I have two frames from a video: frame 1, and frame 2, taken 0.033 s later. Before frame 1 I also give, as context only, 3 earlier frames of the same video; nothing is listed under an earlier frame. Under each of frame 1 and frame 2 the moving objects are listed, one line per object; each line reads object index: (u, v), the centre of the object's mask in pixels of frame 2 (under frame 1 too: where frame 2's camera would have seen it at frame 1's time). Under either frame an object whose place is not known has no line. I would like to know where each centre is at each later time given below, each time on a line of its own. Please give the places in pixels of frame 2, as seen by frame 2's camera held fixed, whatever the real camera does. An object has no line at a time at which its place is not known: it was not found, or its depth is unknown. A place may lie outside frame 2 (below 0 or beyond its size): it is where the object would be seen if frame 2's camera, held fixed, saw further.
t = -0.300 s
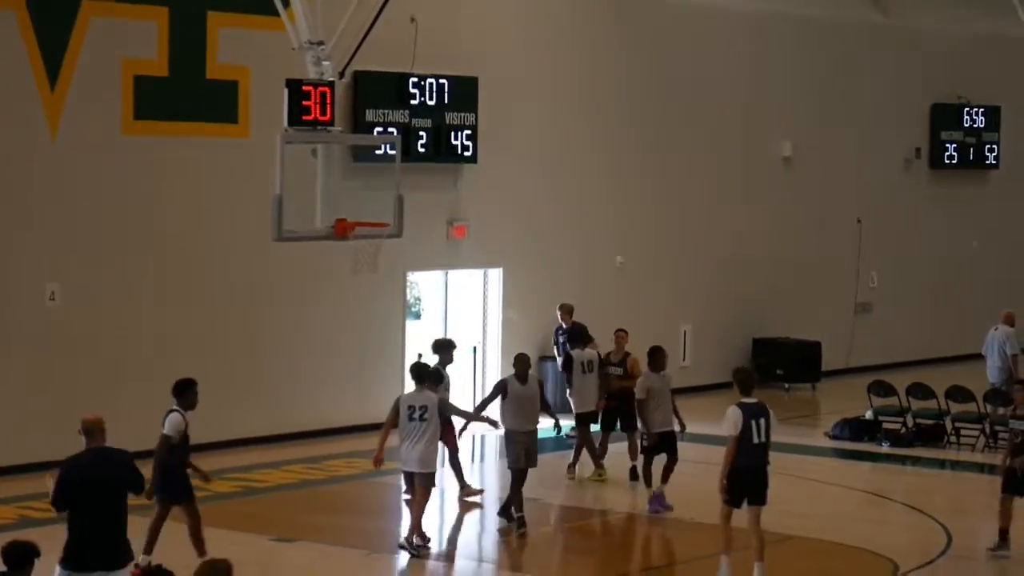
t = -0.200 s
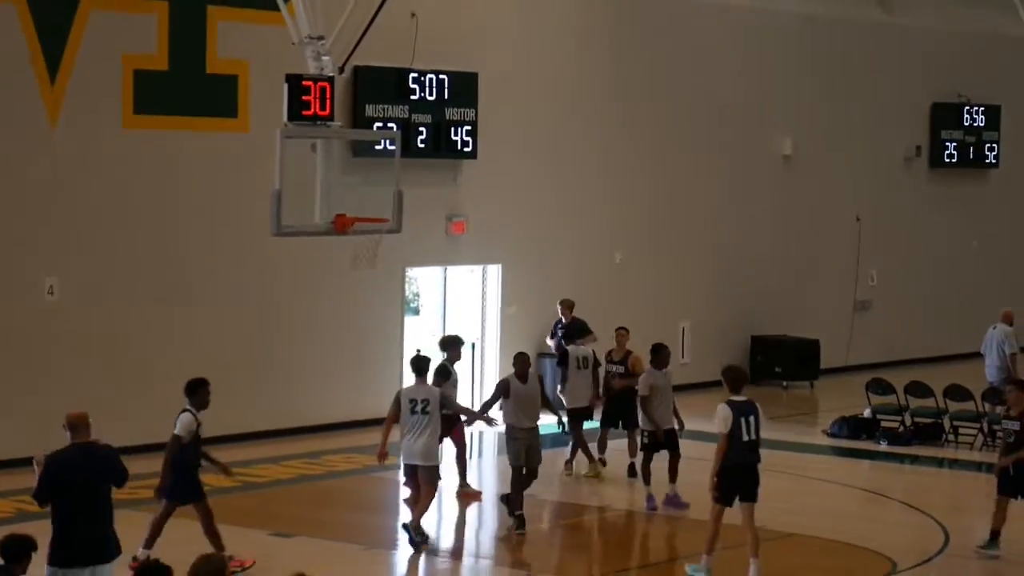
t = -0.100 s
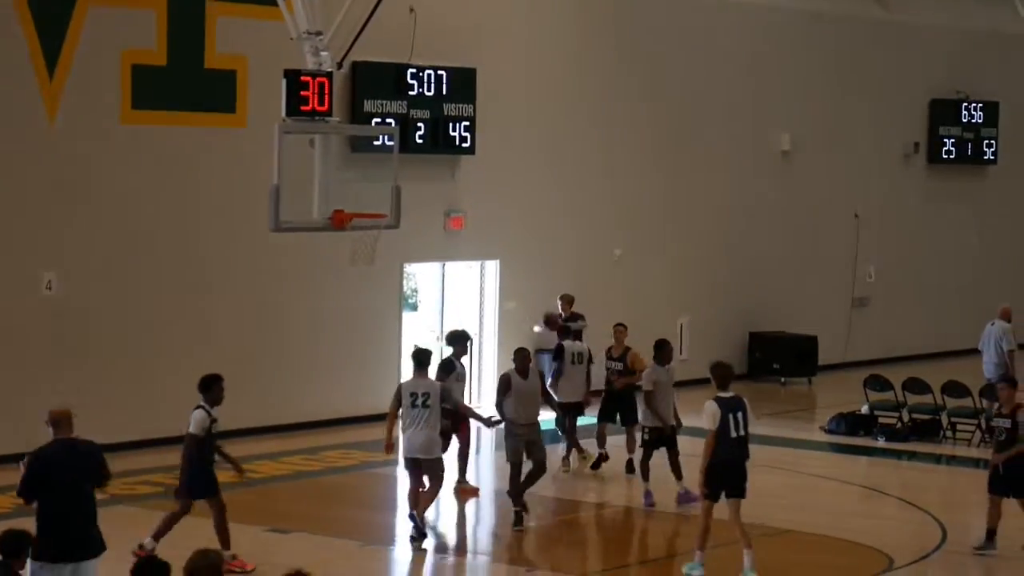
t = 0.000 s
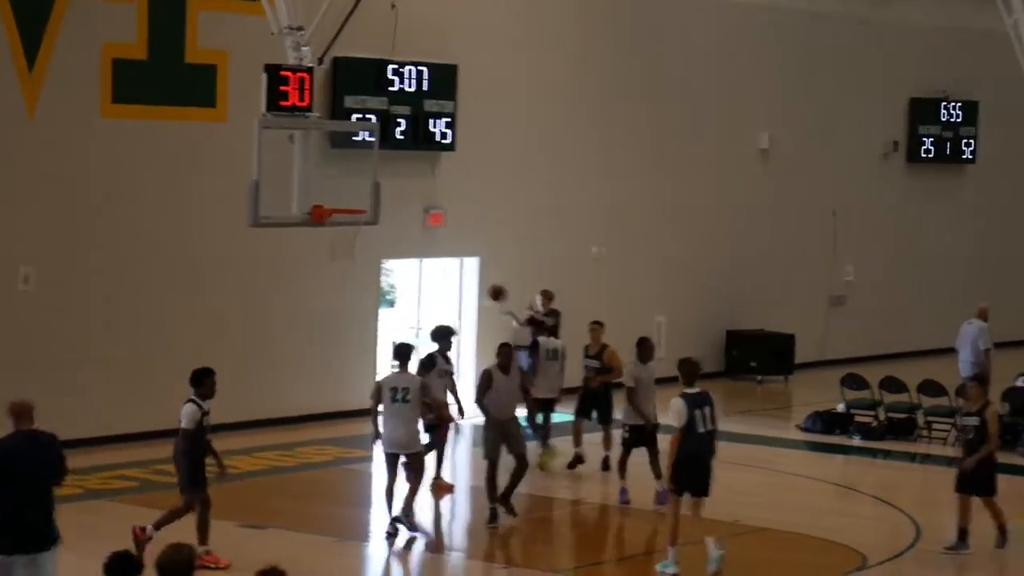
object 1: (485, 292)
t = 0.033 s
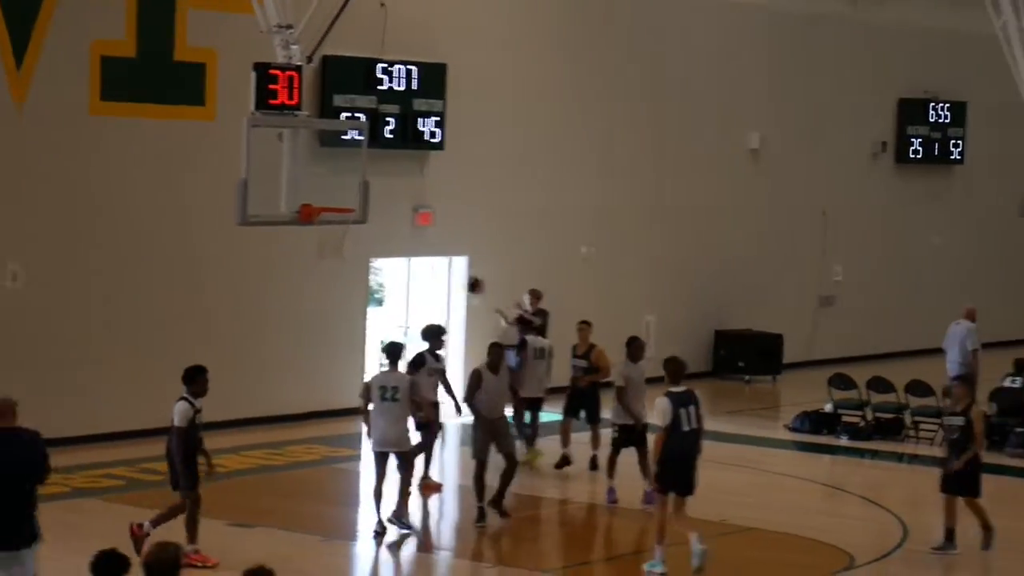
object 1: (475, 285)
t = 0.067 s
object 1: (464, 279)
